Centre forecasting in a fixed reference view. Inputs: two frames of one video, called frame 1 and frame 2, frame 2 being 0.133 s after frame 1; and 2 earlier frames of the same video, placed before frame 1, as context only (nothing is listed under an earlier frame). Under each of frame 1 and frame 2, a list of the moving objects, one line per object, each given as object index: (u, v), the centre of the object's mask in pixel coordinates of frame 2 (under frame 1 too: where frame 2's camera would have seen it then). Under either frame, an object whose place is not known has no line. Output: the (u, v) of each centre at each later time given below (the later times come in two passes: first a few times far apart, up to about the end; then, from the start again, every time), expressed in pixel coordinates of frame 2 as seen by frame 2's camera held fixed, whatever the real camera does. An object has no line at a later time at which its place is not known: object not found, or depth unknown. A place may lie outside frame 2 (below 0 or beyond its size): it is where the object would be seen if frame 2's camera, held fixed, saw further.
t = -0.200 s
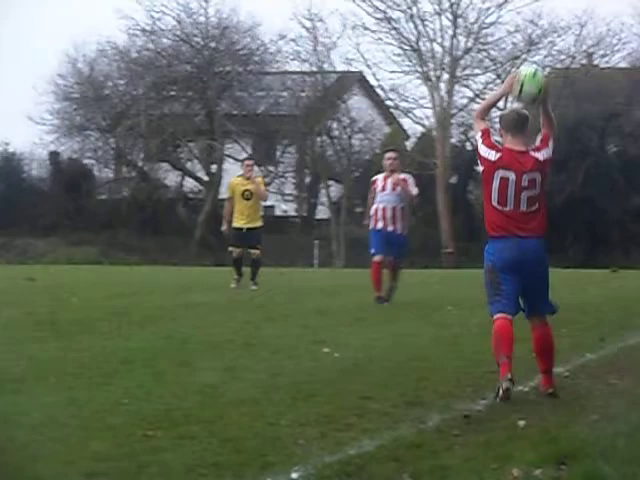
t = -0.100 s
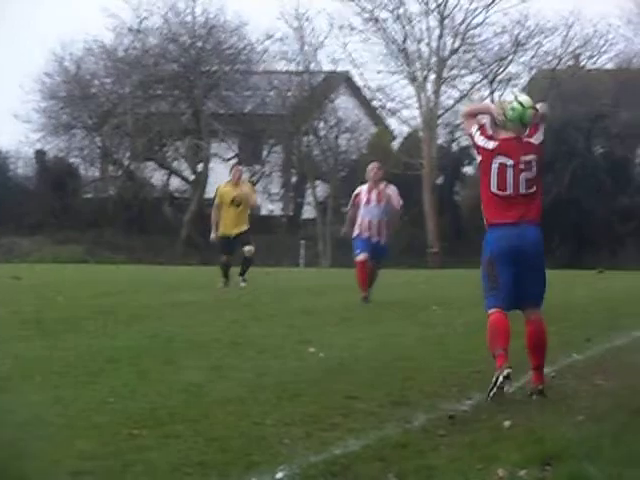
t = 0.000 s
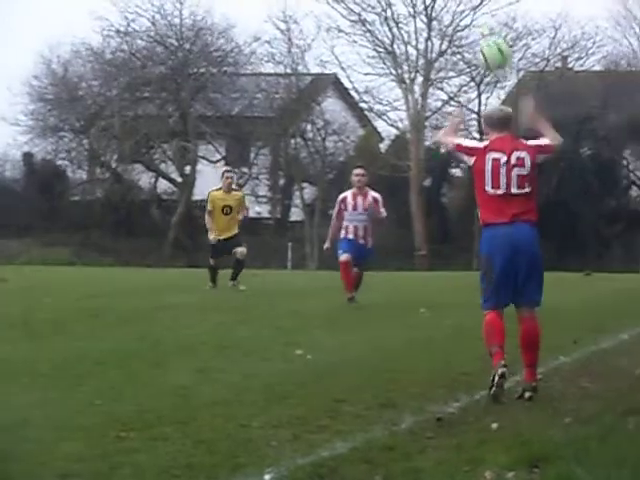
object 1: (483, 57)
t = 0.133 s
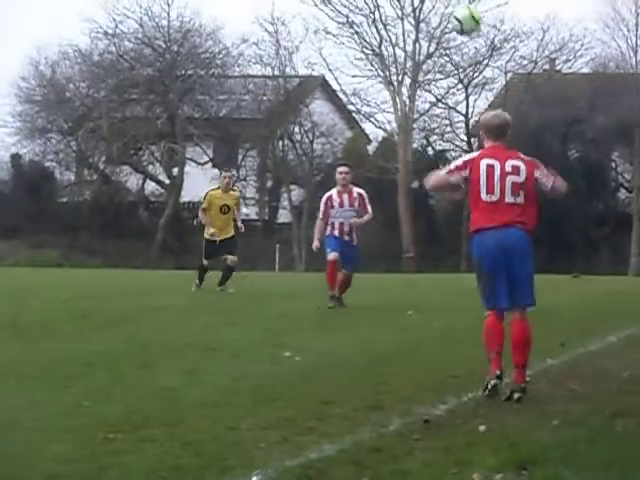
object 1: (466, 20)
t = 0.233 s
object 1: (454, 12)
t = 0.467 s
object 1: (430, 41)
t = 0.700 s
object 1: (414, 118)
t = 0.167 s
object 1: (462, 14)
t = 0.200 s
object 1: (458, 12)
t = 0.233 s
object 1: (454, 12)
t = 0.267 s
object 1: (450, 12)
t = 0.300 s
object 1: (447, 13)
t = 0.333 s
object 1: (443, 16)
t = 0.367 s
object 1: (439, 22)
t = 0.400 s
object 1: (435, 27)
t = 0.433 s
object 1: (433, 33)
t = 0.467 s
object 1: (430, 41)
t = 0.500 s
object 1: (427, 47)
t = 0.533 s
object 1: (425, 57)
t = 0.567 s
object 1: (423, 67)
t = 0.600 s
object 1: (420, 80)
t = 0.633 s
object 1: (419, 91)
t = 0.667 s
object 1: (416, 105)
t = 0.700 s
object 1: (414, 118)
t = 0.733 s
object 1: (412, 131)
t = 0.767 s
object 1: (411, 147)
